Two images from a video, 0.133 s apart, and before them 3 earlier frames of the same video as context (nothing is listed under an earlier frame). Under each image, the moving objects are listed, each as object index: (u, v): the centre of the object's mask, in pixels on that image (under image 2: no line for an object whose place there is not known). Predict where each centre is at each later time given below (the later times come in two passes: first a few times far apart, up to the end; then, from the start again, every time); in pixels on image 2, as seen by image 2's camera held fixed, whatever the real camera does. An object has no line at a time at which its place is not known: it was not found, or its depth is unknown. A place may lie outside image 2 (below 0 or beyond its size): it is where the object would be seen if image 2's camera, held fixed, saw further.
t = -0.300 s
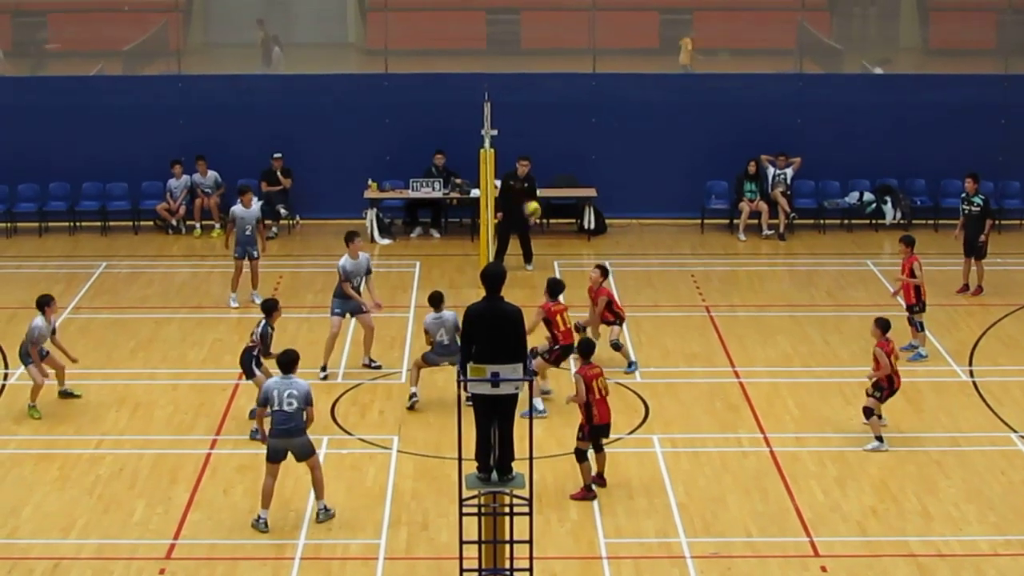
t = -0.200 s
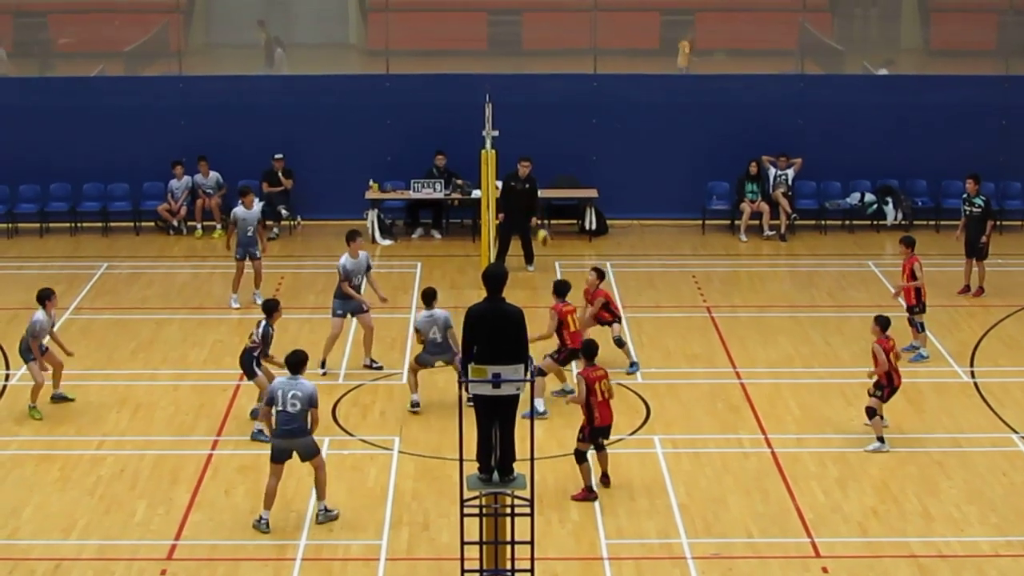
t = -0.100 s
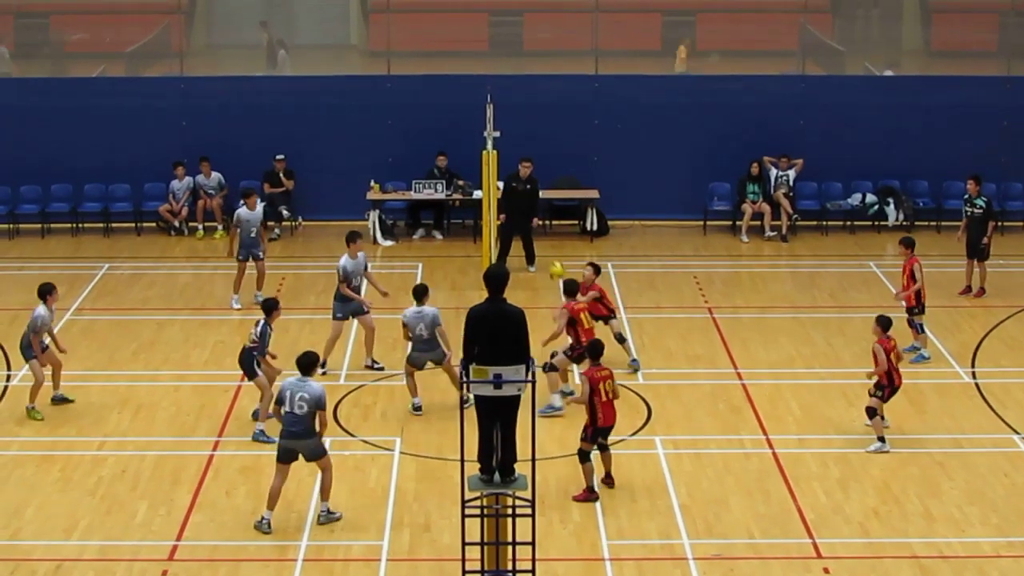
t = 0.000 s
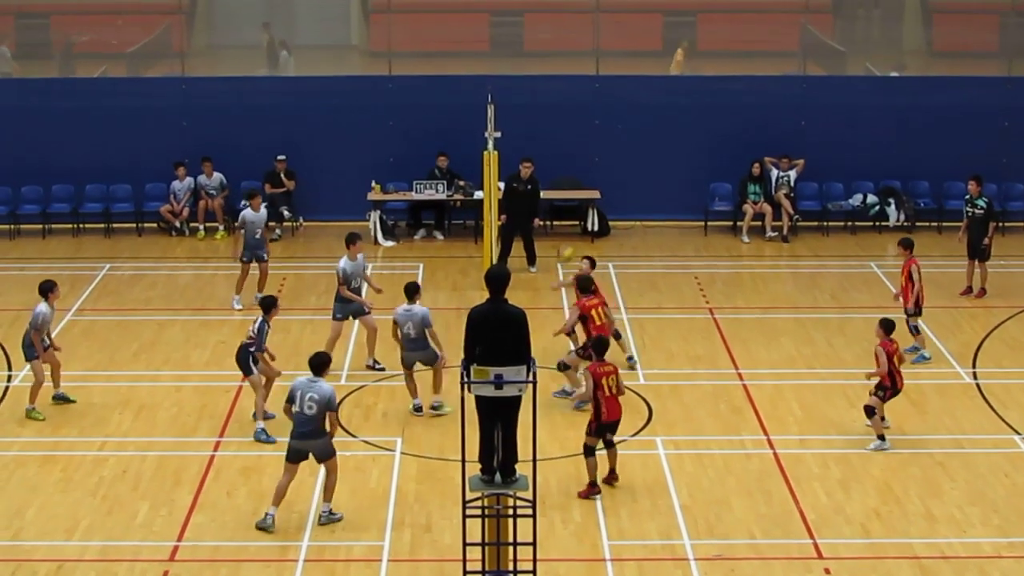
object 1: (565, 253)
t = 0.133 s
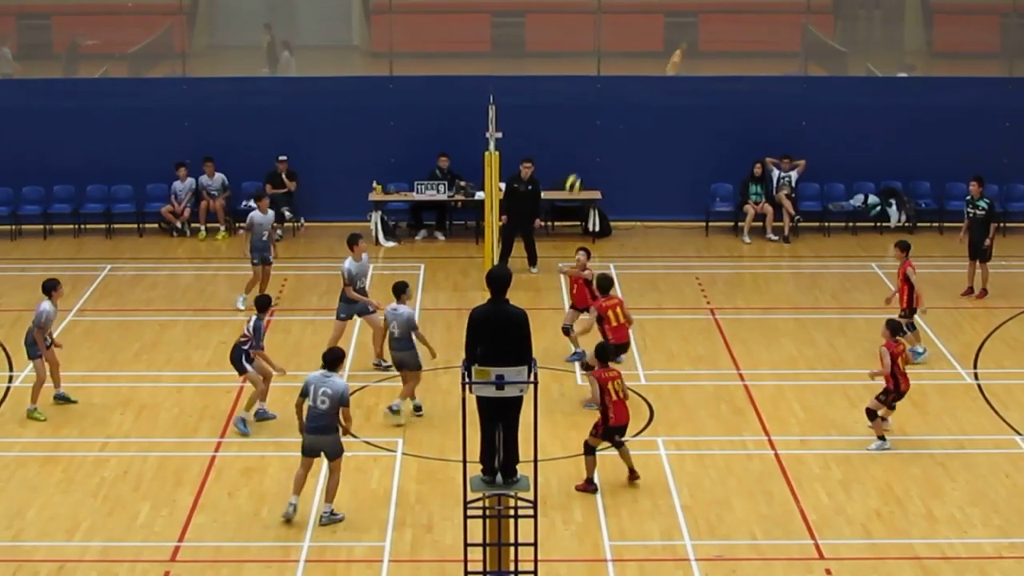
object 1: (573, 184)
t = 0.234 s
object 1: (579, 142)
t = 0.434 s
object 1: (591, 79)
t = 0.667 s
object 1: (603, 46)
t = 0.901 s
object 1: (615, 58)
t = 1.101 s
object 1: (626, 107)
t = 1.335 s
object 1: (634, 204)
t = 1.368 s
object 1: (636, 221)
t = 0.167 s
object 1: (576, 170)
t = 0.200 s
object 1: (578, 155)
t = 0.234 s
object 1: (579, 142)
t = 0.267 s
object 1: (581, 129)
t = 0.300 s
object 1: (584, 117)
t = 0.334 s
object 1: (586, 106)
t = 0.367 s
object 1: (587, 96)
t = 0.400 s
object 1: (589, 87)
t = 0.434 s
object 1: (591, 79)
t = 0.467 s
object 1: (591, 72)
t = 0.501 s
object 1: (594, 65)
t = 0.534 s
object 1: (595, 59)
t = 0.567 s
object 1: (598, 53)
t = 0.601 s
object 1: (599, 50)
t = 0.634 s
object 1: (601, 47)
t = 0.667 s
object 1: (603, 46)
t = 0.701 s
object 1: (605, 45)
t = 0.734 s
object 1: (607, 45)
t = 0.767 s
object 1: (609, 45)
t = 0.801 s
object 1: (610, 47)
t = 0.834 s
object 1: (611, 51)
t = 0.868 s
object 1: (613, 53)
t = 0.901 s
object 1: (615, 58)
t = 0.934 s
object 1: (616, 63)
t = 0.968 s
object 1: (618, 70)
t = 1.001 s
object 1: (620, 79)
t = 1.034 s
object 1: (622, 87)
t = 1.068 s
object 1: (624, 97)
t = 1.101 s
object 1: (626, 107)
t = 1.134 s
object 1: (627, 118)
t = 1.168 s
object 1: (628, 130)
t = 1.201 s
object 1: (629, 144)
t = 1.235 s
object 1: (629, 158)
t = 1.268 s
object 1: (632, 173)
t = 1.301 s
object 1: (633, 189)
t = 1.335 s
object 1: (634, 204)
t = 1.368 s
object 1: (636, 221)
